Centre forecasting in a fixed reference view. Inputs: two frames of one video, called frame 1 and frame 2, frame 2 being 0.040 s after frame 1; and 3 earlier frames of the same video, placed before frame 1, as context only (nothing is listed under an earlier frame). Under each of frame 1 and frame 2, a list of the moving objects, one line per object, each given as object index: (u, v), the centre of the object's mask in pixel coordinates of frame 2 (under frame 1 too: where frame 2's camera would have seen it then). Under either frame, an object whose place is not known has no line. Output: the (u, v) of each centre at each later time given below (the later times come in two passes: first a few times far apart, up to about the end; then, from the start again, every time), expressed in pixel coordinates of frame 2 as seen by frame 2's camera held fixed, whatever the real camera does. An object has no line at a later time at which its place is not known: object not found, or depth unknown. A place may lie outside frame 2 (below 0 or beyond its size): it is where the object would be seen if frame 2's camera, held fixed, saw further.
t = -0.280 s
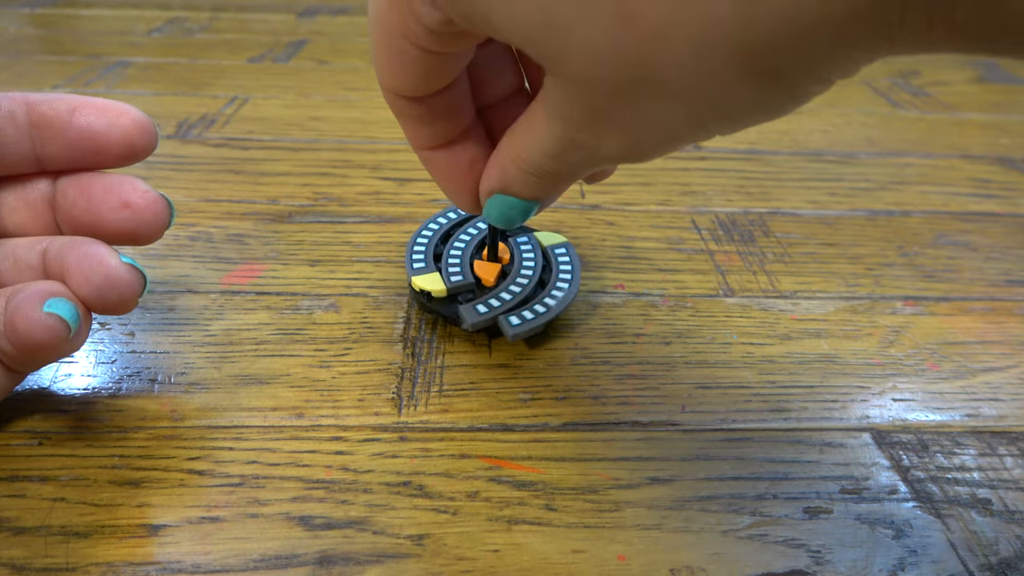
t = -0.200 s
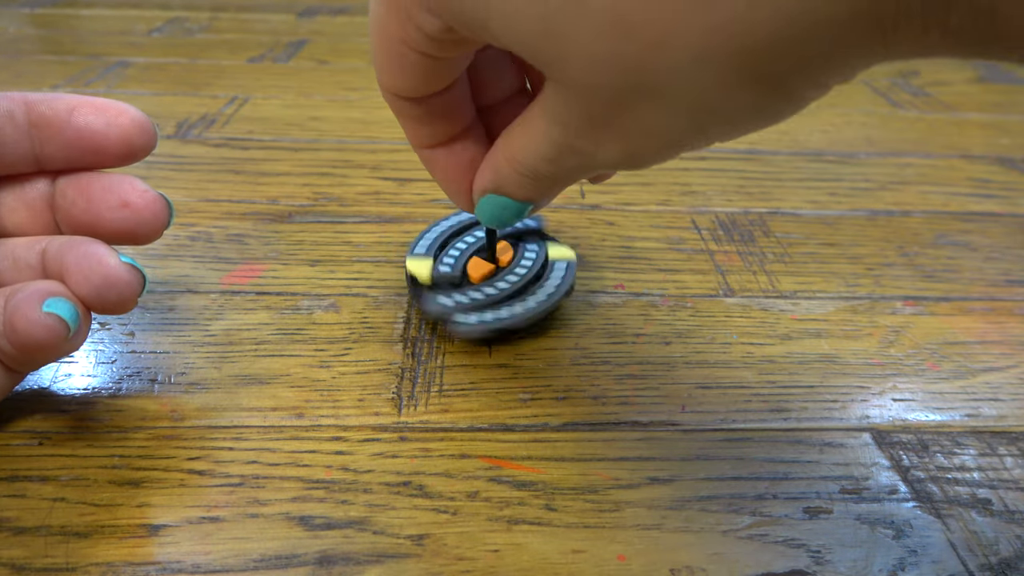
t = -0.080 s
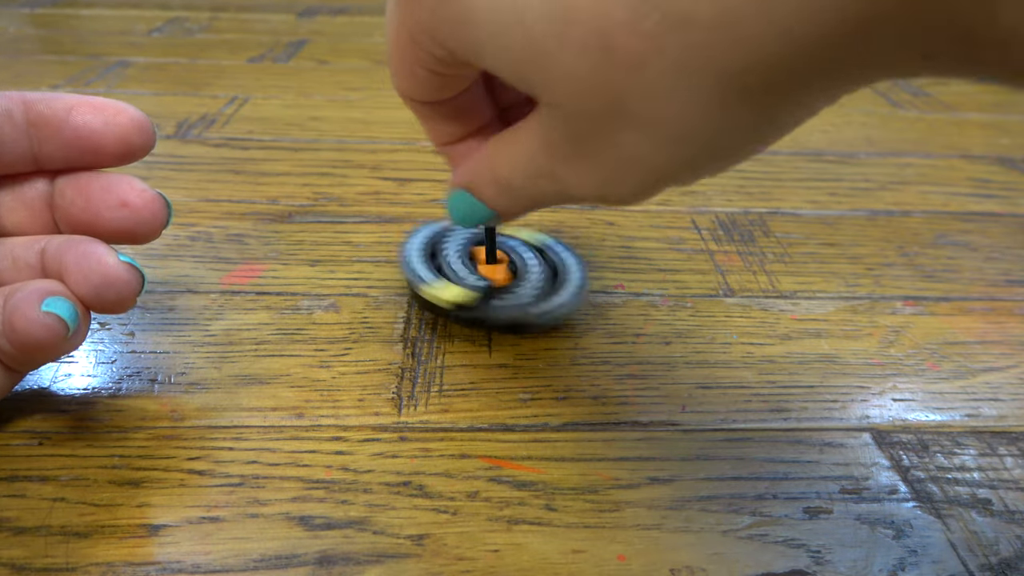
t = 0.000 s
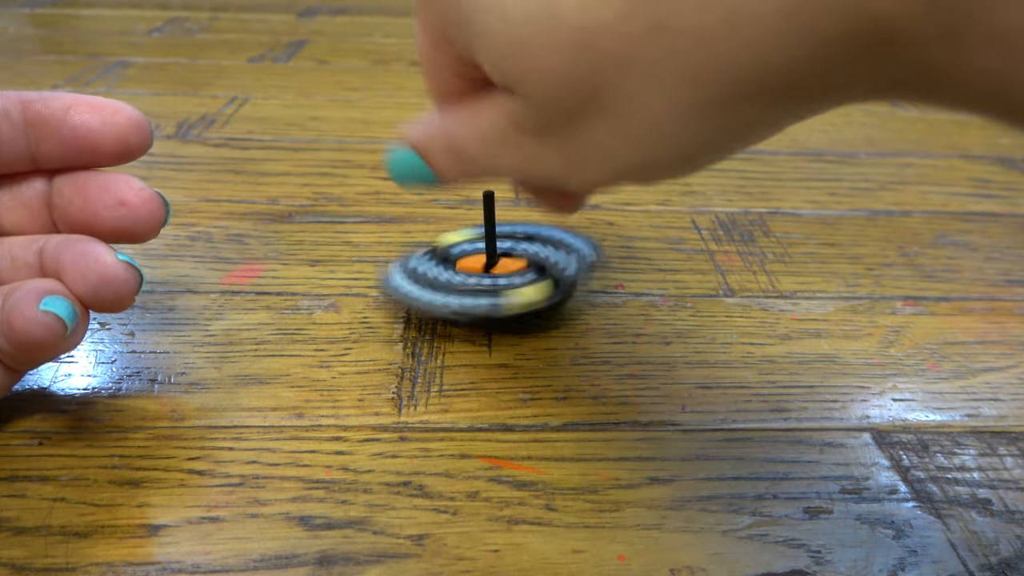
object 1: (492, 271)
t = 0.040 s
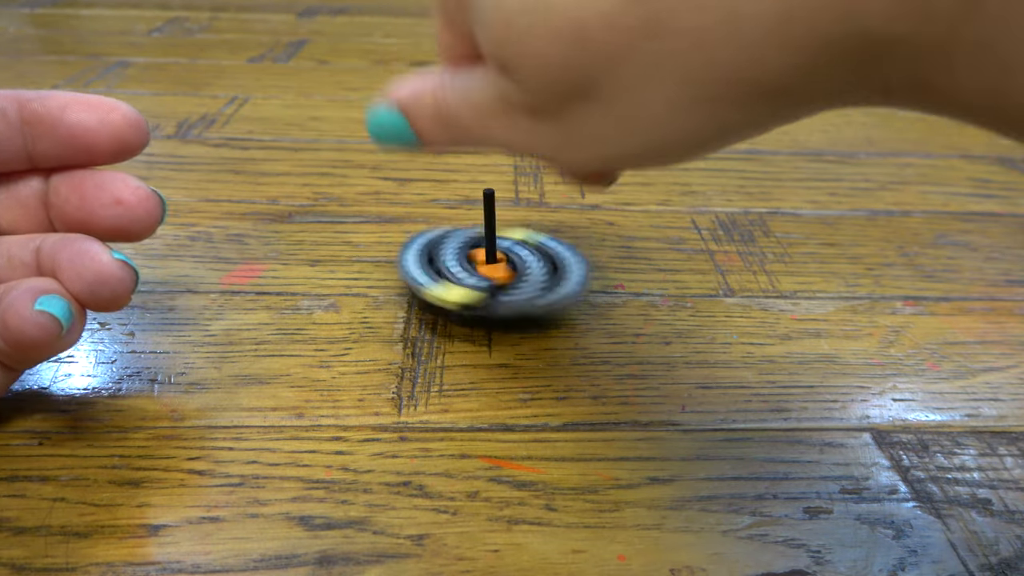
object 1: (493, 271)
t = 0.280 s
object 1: (491, 273)
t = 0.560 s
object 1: (492, 273)
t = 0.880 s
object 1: (492, 271)
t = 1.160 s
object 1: (502, 273)
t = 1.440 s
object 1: (506, 273)
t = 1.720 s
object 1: (498, 272)
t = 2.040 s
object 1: (506, 279)
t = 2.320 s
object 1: (499, 273)
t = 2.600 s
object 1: (502, 273)
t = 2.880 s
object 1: (501, 274)
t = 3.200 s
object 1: (500, 272)
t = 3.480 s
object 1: (505, 274)
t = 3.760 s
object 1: (502, 274)
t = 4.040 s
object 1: (502, 274)
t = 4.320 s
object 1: (502, 274)
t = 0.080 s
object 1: (489, 271)
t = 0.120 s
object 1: (491, 270)
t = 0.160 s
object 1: (495, 273)
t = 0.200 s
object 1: (489, 273)
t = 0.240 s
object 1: (489, 271)
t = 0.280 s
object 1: (491, 273)
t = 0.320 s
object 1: (490, 273)
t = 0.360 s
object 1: (492, 270)
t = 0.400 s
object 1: (498, 272)
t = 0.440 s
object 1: (493, 274)
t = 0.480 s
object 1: (489, 271)
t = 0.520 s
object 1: (491, 274)
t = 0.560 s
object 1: (492, 273)
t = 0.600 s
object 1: (490, 271)
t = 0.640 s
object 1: (494, 271)
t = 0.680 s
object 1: (494, 272)
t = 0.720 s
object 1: (490, 273)
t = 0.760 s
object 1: (489, 272)
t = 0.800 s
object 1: (492, 270)
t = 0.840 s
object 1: (491, 273)
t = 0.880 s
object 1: (492, 271)
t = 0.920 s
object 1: (496, 271)
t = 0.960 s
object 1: (493, 274)
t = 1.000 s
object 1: (489, 275)
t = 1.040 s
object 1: (493, 271)
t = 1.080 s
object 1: (500, 273)
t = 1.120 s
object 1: (499, 274)
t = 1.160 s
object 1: (502, 273)
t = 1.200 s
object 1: (503, 272)
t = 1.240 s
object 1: (505, 274)
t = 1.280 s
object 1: (506, 274)
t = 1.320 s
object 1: (503, 272)
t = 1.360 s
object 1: (501, 274)
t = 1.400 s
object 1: (505, 274)
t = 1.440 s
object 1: (506, 273)
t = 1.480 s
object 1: (504, 268)
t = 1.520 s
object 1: (502, 273)
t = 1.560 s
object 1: (504, 275)
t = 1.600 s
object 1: (506, 276)
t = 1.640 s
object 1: (506, 275)
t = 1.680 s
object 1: (504, 273)
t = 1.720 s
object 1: (498, 272)
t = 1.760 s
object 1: (495, 274)
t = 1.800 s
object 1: (493, 272)
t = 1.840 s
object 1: (498, 275)
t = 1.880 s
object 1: (503, 277)
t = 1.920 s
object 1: (501, 280)
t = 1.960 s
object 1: (500, 283)
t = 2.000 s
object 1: (501, 281)
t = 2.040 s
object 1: (506, 279)
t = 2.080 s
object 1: (505, 275)
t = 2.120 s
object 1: (499, 274)
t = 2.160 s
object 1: (498, 274)
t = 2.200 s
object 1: (502, 273)
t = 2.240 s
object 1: (504, 273)
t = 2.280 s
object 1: (501, 274)
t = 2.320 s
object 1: (499, 273)
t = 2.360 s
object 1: (496, 274)
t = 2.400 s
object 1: (500, 275)
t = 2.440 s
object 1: (502, 275)
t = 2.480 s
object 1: (506, 275)
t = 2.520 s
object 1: (504, 275)
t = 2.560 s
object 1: (503, 275)
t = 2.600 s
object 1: (502, 273)
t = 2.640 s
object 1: (502, 272)
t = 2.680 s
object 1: (505, 275)
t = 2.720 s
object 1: (507, 275)
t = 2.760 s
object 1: (504, 275)
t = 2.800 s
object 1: (502, 274)
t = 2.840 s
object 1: (500, 275)
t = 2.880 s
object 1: (501, 274)
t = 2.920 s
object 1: (501, 274)
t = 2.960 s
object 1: (503, 274)
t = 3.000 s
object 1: (506, 276)
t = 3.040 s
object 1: (505, 276)
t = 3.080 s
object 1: (504, 275)
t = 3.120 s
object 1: (502, 274)
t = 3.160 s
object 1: (501, 272)
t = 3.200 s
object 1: (500, 272)
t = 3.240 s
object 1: (501, 273)
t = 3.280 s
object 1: (501, 272)
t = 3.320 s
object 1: (502, 274)
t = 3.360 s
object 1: (502, 274)
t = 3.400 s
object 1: (504, 274)
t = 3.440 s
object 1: (504, 274)
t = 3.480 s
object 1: (505, 274)
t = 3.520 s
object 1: (505, 275)
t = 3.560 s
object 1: (504, 275)
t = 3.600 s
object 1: (504, 275)
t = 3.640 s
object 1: (503, 275)
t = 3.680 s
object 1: (503, 275)
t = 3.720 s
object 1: (503, 274)
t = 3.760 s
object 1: (502, 274)
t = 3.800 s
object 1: (502, 274)
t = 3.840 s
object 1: (502, 274)
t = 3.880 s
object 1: (502, 274)
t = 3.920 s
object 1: (502, 274)
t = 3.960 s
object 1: (502, 274)
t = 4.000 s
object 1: (502, 274)
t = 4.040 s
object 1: (502, 274)
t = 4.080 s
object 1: (502, 274)
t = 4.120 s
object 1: (502, 274)
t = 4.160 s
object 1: (502, 274)
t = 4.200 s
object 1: (502, 274)
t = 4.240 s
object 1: (502, 274)
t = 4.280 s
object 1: (502, 274)
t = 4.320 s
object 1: (502, 274)
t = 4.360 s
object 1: (502, 274)
